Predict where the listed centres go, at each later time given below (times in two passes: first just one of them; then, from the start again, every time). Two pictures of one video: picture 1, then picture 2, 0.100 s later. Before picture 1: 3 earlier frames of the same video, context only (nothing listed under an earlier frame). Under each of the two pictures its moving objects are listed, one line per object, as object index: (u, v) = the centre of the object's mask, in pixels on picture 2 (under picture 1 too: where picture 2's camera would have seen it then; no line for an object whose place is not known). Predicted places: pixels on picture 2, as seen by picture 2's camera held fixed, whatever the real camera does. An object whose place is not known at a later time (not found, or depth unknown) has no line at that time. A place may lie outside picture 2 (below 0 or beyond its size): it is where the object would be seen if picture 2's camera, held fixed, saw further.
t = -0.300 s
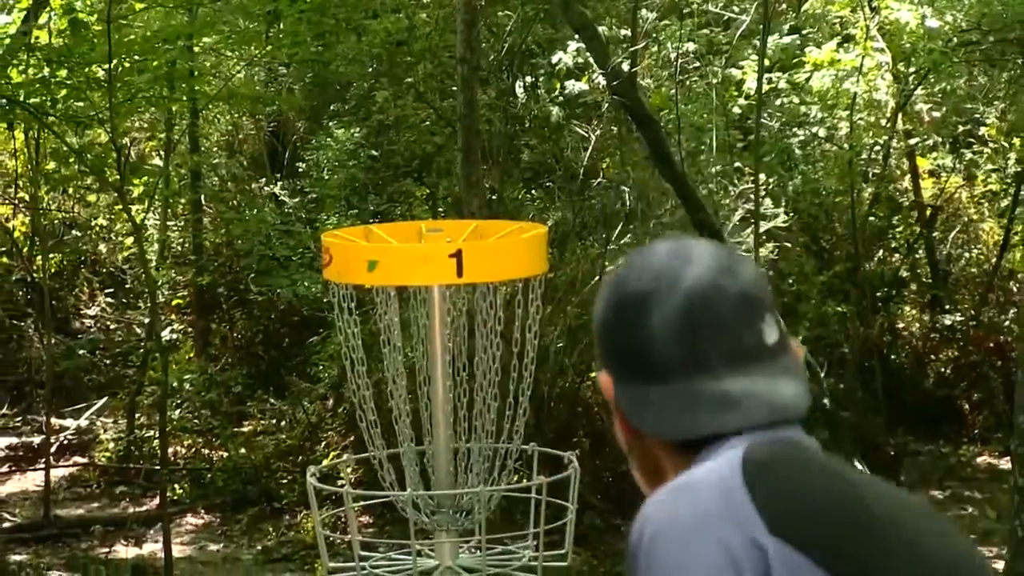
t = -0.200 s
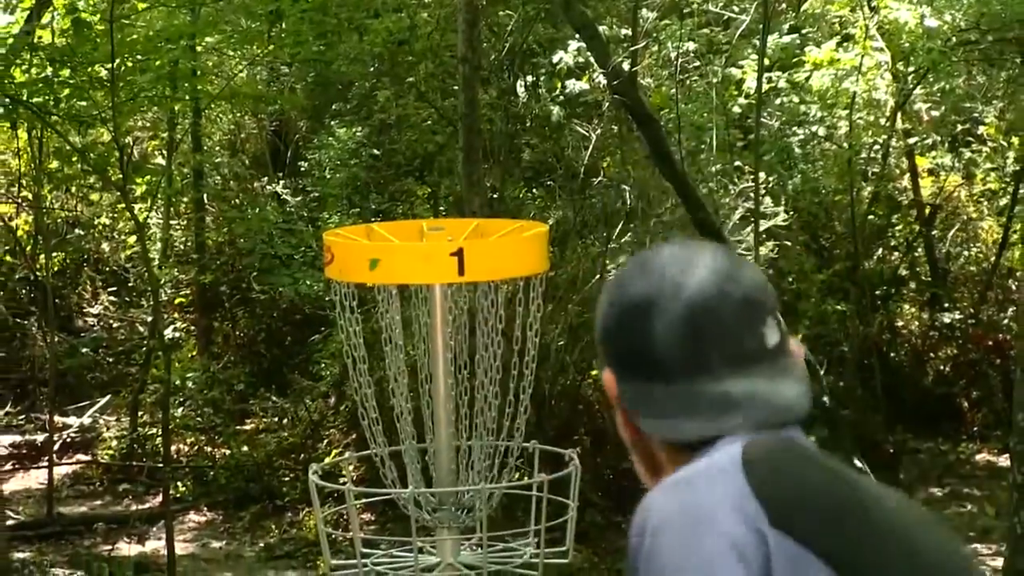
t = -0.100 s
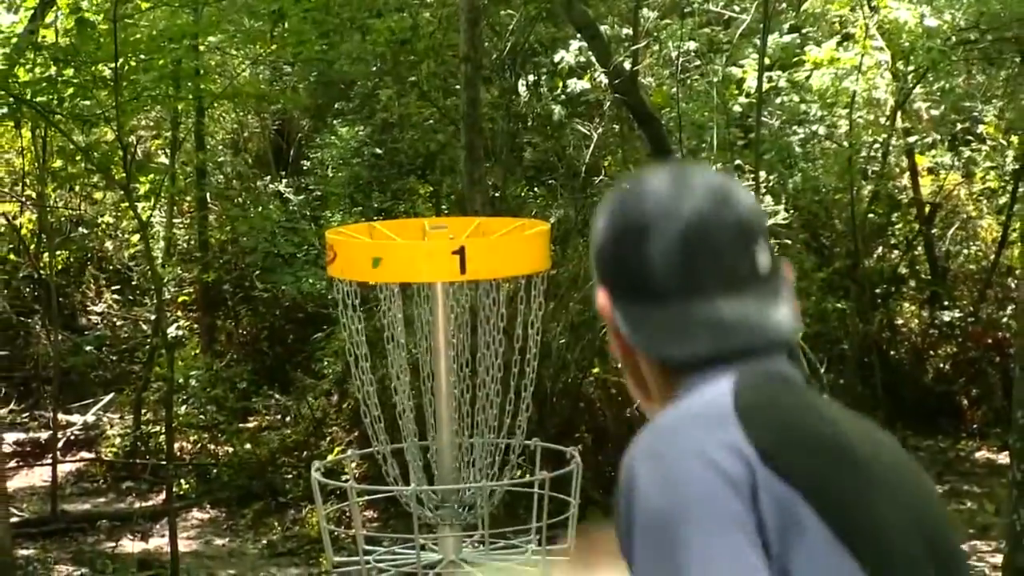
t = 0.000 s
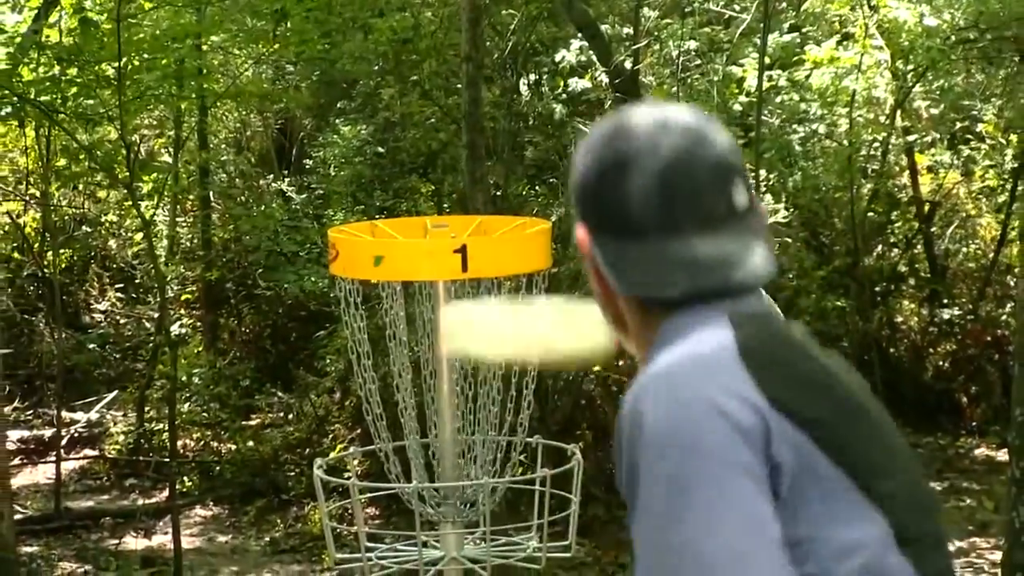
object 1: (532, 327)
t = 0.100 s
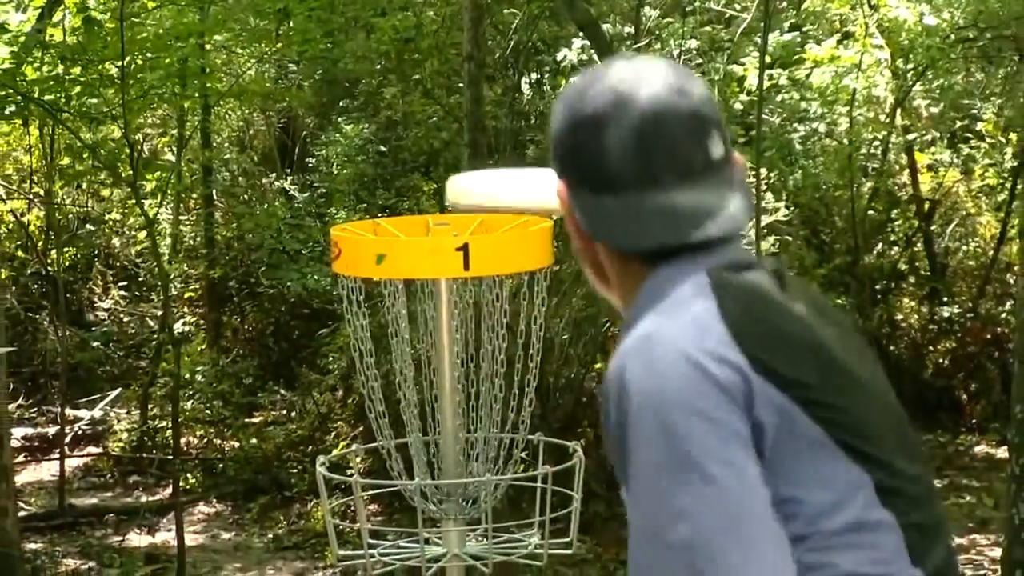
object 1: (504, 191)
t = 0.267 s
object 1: (497, 153)
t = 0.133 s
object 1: (501, 173)
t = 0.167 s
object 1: (497, 156)
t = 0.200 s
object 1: (496, 148)
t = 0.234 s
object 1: (495, 149)
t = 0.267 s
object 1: (497, 153)
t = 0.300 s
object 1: (498, 163)
